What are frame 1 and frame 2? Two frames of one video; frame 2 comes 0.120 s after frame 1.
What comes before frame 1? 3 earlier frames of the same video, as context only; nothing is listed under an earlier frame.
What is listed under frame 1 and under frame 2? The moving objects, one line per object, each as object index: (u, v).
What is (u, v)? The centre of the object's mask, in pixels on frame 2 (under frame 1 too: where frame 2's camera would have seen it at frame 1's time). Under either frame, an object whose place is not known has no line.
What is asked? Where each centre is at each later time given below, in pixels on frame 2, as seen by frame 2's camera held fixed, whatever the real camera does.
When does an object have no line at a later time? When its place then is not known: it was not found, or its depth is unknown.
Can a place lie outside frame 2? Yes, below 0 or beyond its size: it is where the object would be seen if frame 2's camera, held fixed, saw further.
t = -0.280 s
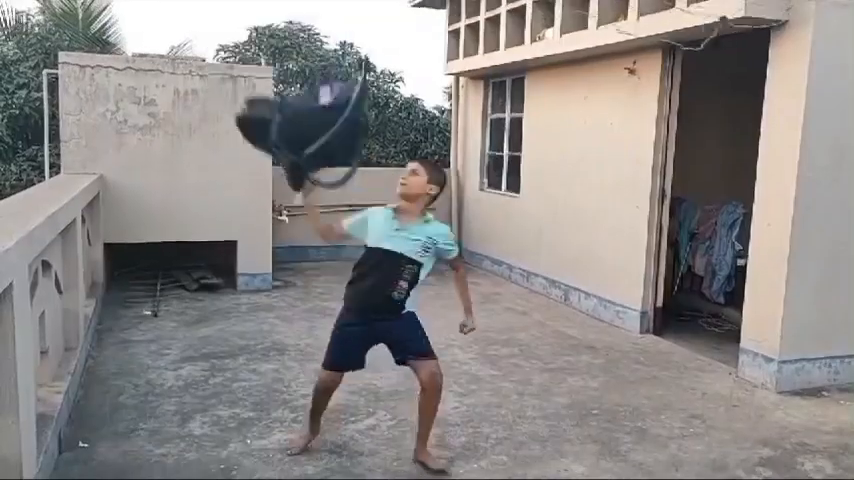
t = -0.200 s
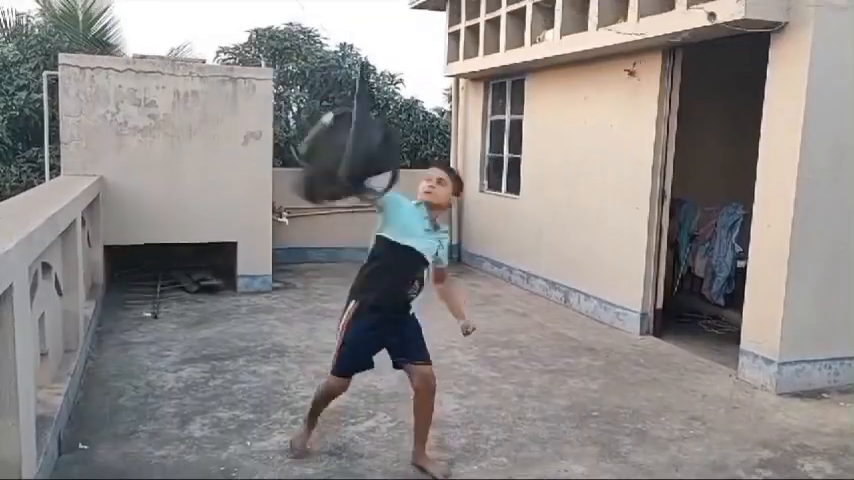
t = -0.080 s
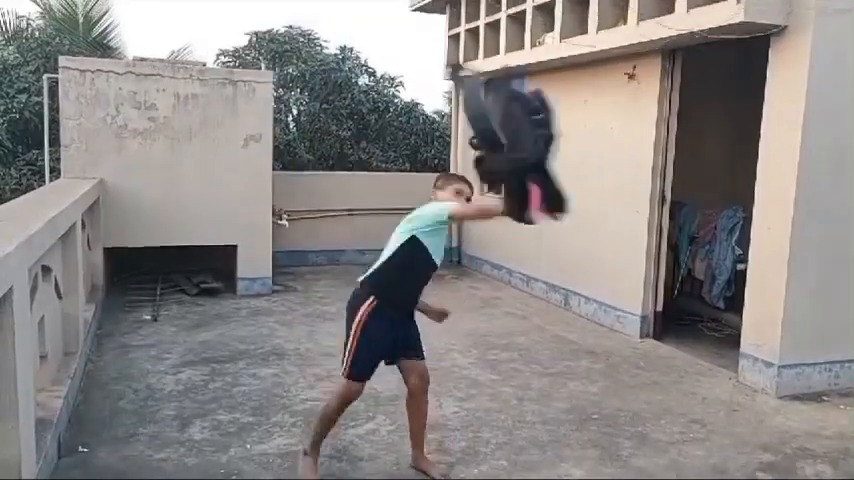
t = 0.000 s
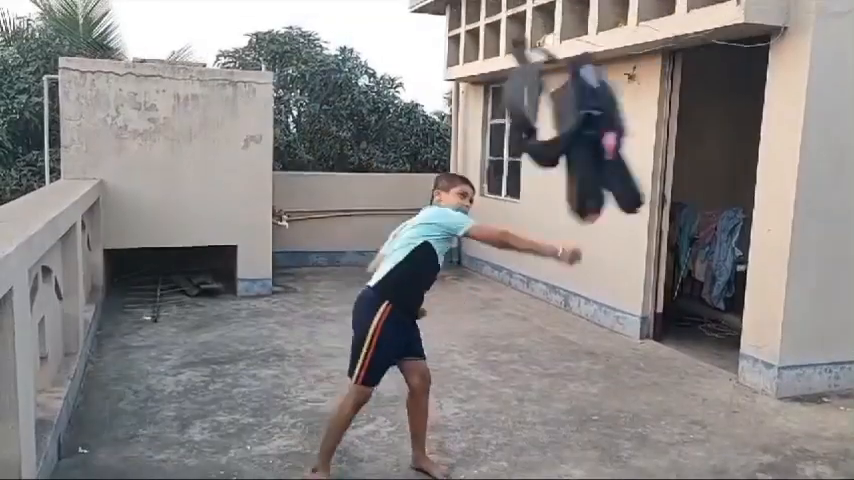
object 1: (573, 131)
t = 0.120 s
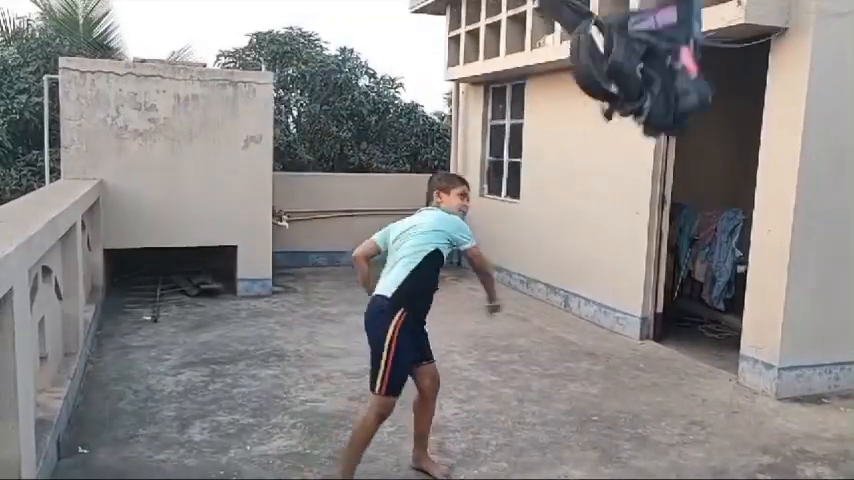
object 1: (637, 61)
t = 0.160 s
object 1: (637, 50)
